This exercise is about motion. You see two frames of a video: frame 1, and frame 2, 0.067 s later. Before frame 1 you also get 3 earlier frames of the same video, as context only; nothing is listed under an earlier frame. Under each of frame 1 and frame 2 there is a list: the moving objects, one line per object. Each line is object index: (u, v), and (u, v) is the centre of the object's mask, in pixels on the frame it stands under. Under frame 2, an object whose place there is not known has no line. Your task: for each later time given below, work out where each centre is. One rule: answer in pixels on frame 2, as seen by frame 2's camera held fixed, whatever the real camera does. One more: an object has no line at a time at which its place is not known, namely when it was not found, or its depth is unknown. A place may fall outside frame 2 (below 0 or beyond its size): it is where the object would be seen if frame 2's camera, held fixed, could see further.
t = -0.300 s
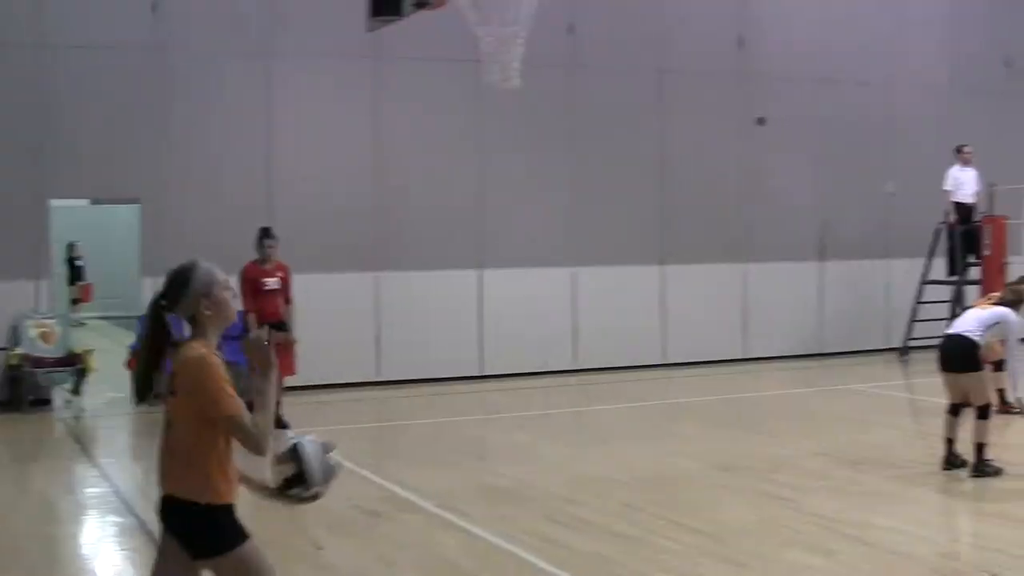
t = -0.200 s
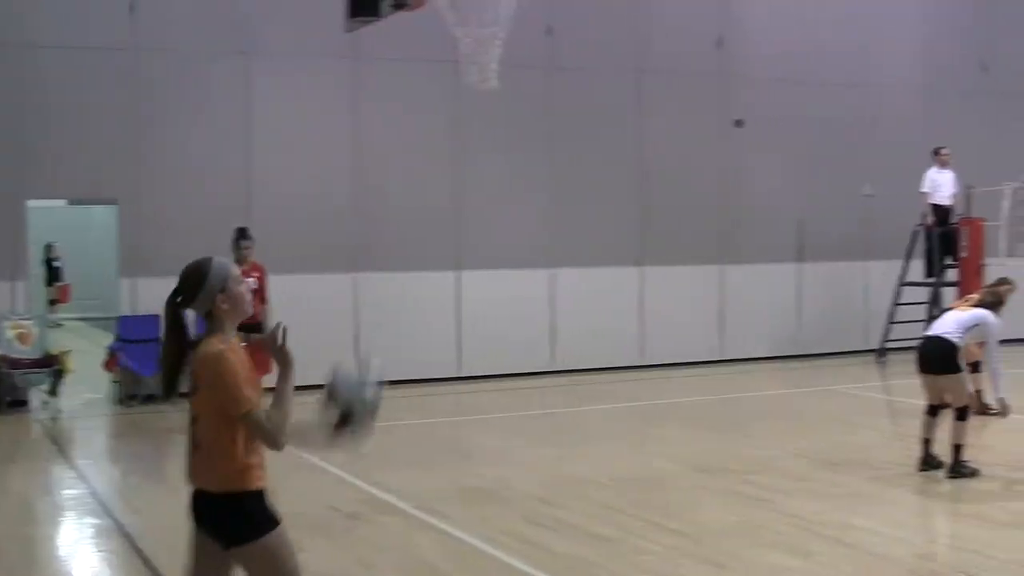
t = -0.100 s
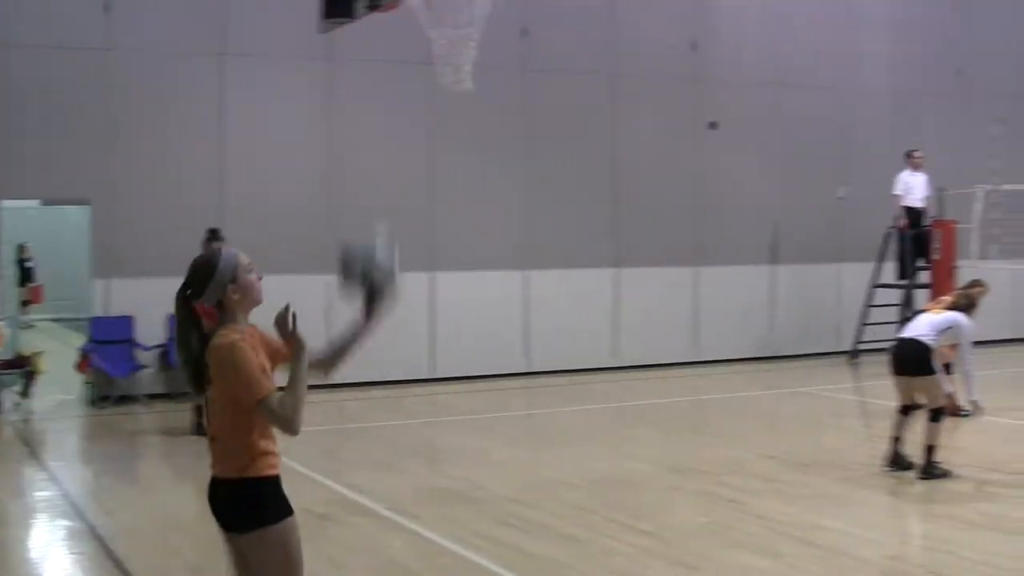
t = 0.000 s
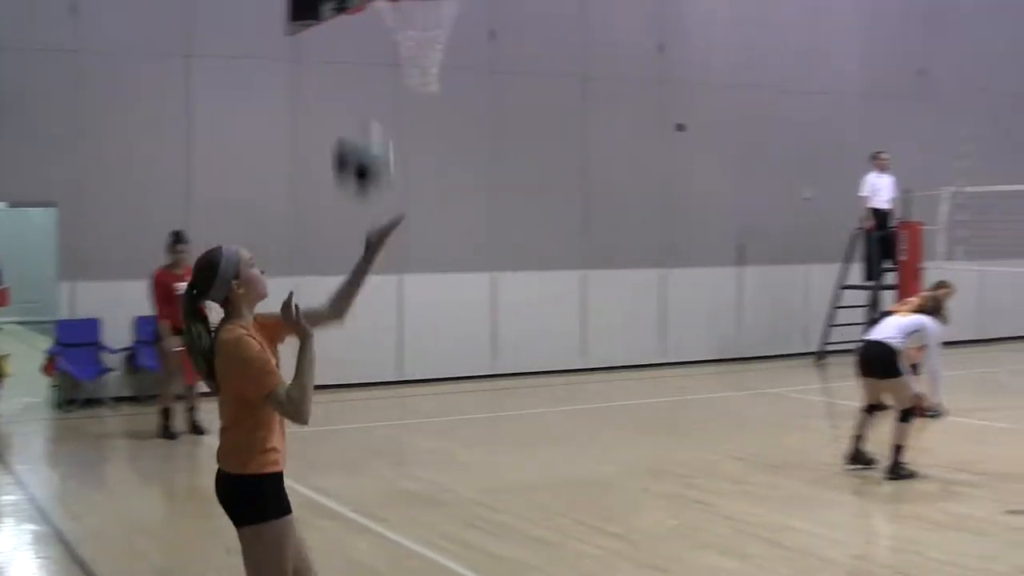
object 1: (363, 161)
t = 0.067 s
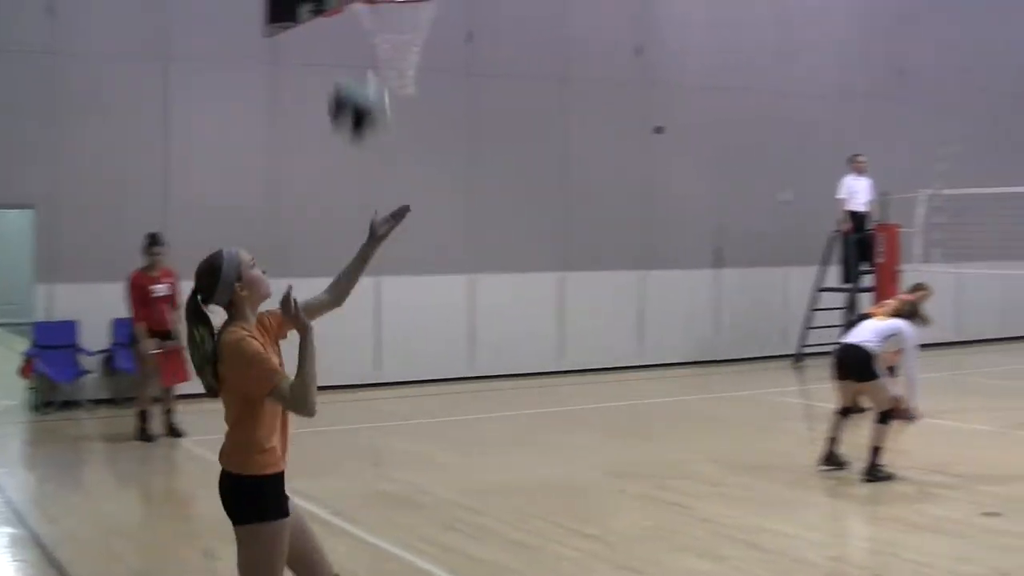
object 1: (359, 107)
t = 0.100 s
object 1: (372, 84)
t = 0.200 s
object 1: (413, 37)
